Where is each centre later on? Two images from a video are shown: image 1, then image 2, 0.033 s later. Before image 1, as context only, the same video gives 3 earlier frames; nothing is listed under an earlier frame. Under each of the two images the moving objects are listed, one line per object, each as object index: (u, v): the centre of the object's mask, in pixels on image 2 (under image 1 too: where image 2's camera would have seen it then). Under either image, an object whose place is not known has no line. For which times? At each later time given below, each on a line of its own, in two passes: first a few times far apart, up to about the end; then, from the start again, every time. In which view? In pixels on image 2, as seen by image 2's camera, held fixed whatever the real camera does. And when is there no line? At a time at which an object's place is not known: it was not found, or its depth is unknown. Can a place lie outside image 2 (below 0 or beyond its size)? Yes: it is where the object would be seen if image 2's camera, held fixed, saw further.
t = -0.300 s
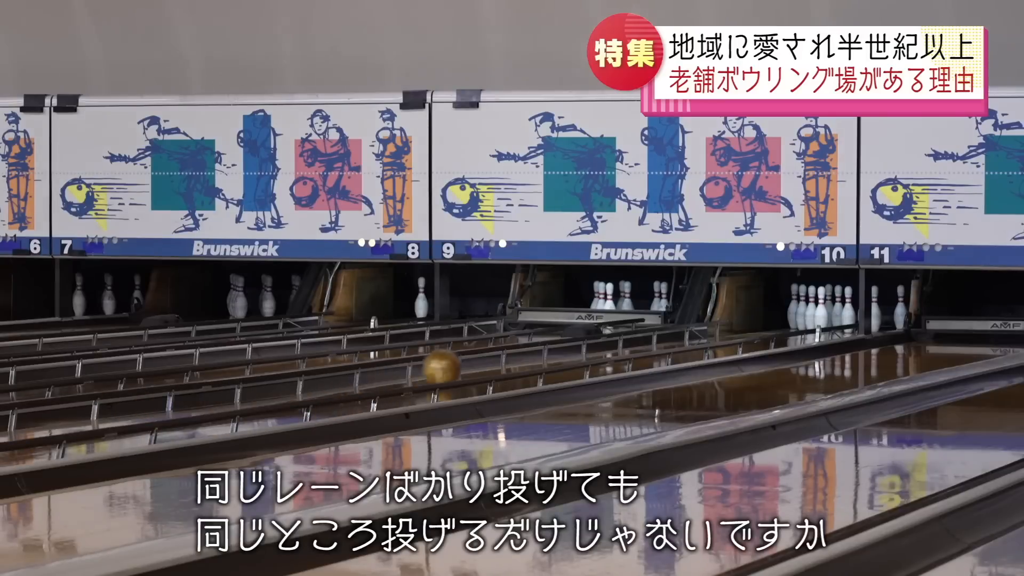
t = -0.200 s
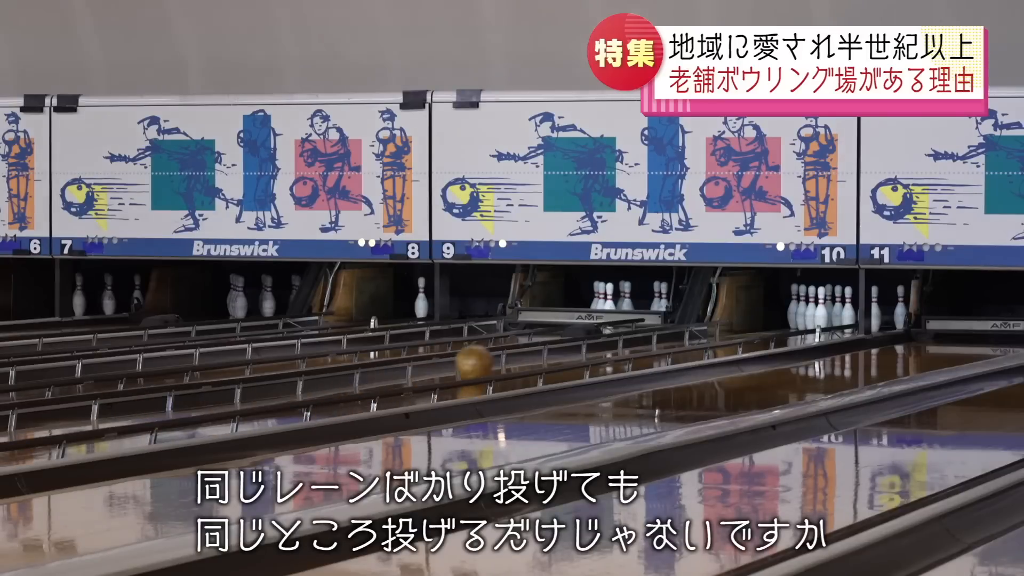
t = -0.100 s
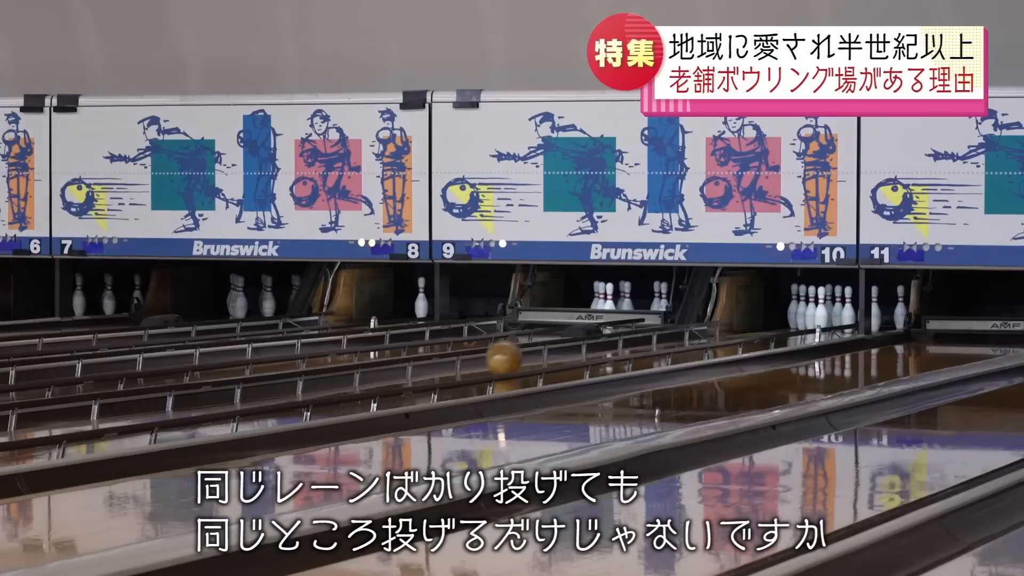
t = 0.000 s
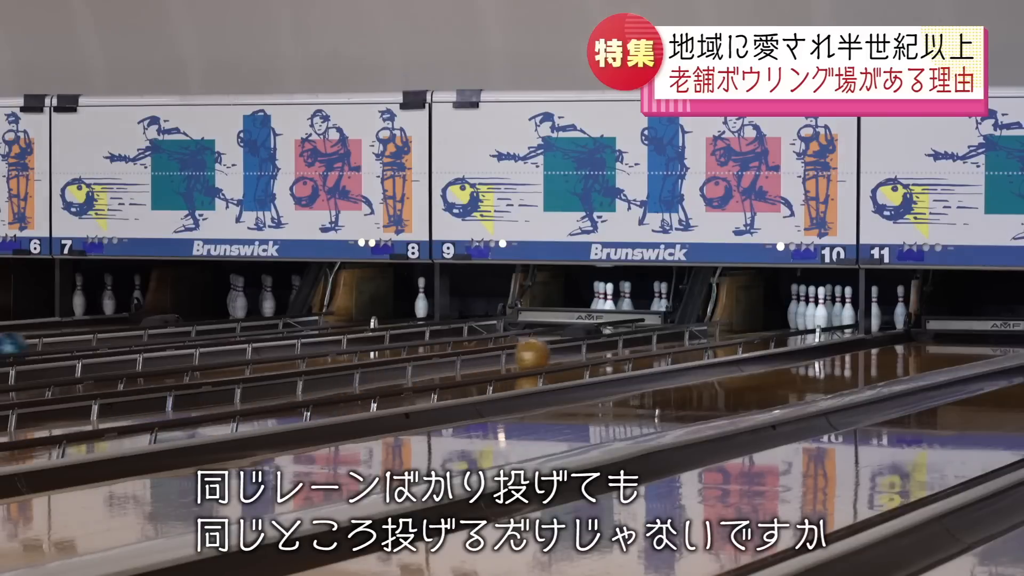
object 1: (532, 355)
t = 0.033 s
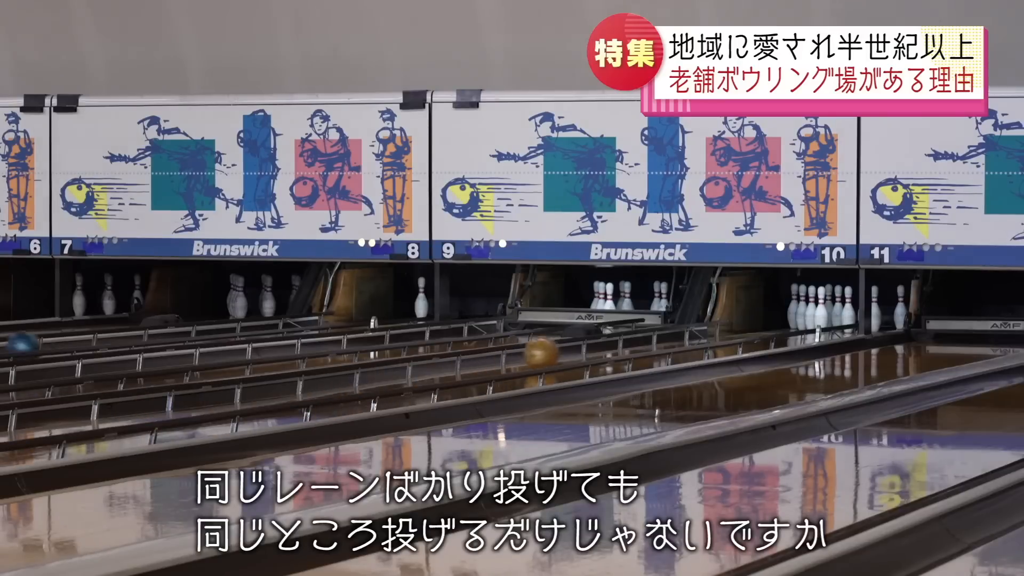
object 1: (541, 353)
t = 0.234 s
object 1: (591, 346)
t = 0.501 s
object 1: (651, 337)
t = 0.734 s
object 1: (694, 331)
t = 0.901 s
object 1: (720, 328)
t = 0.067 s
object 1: (550, 352)
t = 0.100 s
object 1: (559, 350)
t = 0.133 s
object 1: (567, 349)
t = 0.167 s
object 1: (575, 348)
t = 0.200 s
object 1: (584, 346)
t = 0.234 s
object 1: (591, 346)
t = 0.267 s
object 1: (600, 344)
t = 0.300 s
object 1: (607, 343)
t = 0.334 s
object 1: (615, 342)
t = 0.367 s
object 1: (622, 342)
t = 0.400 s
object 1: (630, 340)
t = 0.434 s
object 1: (637, 339)
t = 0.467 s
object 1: (644, 338)
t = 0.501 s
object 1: (651, 337)
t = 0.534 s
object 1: (658, 337)
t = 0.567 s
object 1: (664, 336)
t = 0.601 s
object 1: (670, 334)
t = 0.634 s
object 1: (677, 334)
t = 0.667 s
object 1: (683, 333)
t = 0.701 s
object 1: (689, 332)
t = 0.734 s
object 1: (694, 331)
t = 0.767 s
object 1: (699, 331)
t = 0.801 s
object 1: (705, 329)
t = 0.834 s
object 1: (711, 329)
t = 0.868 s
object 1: (716, 329)
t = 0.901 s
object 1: (720, 328)
